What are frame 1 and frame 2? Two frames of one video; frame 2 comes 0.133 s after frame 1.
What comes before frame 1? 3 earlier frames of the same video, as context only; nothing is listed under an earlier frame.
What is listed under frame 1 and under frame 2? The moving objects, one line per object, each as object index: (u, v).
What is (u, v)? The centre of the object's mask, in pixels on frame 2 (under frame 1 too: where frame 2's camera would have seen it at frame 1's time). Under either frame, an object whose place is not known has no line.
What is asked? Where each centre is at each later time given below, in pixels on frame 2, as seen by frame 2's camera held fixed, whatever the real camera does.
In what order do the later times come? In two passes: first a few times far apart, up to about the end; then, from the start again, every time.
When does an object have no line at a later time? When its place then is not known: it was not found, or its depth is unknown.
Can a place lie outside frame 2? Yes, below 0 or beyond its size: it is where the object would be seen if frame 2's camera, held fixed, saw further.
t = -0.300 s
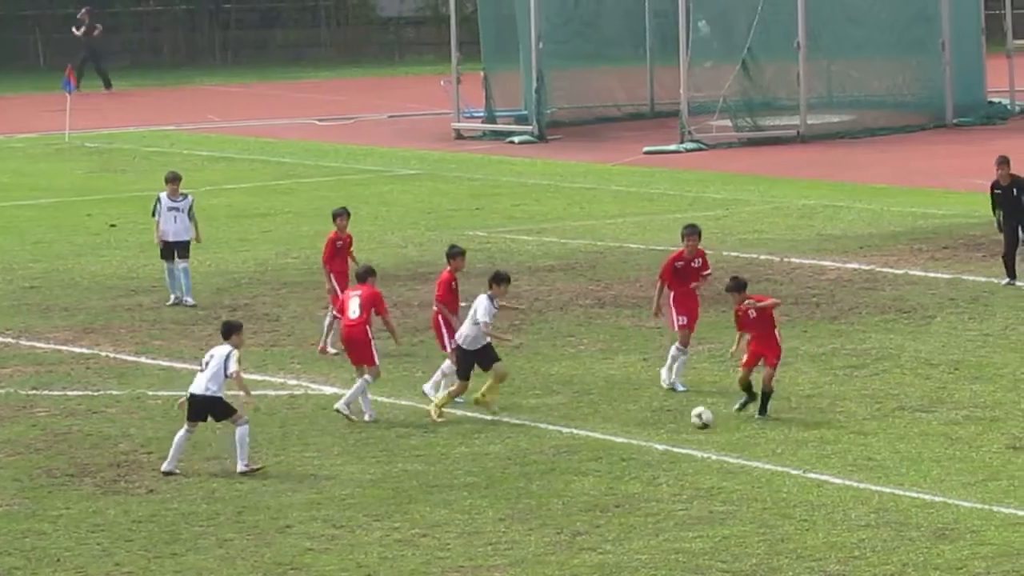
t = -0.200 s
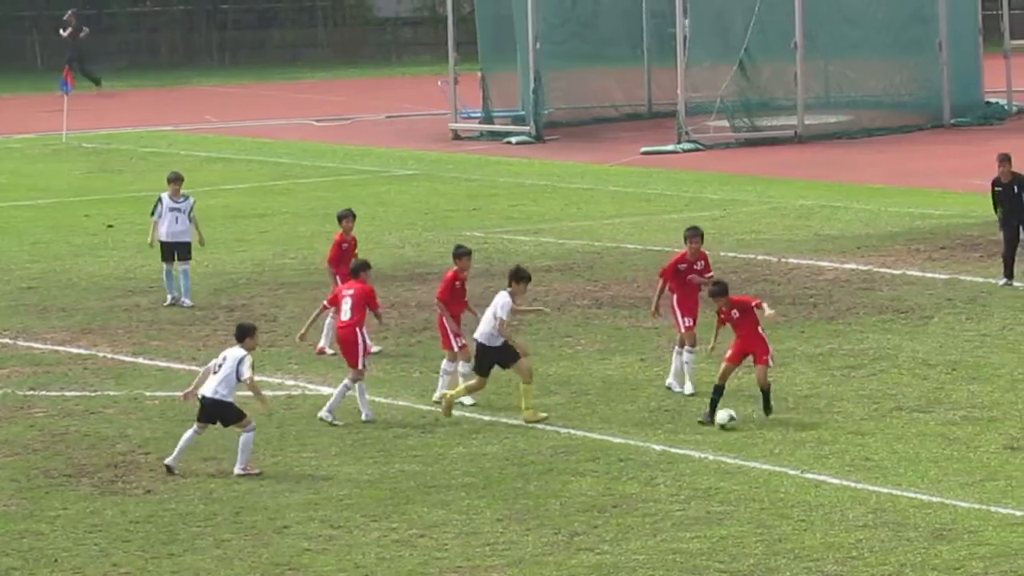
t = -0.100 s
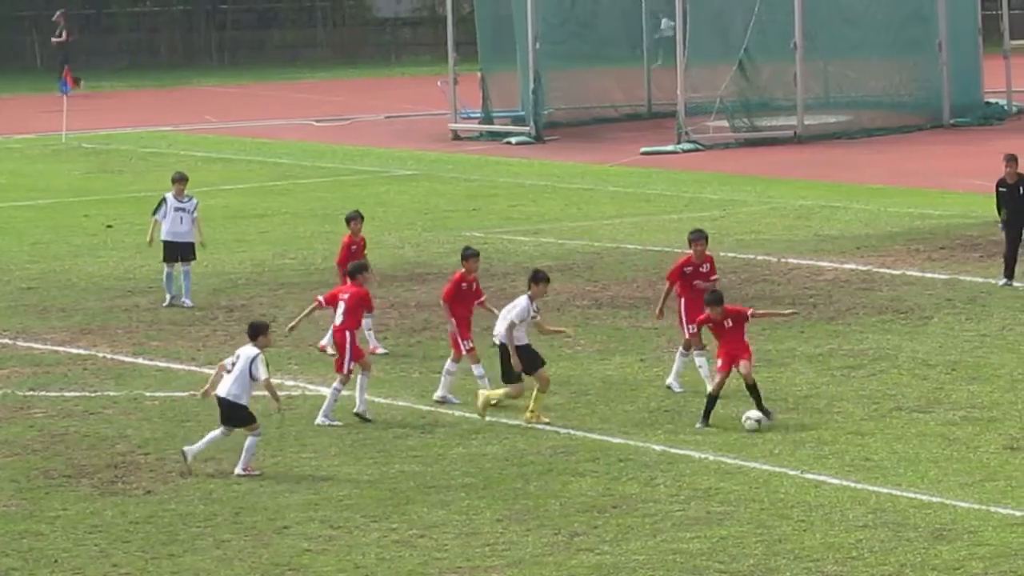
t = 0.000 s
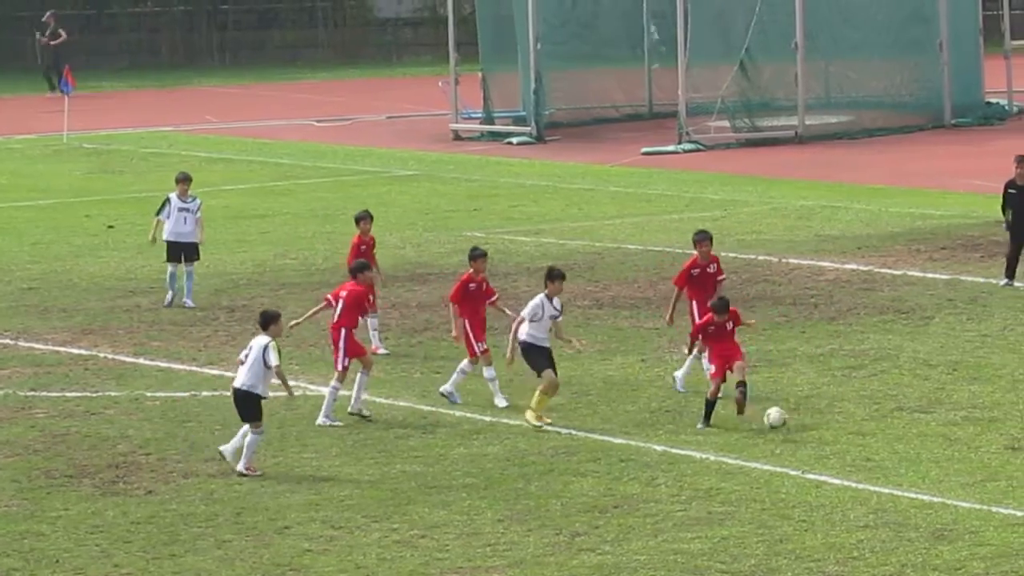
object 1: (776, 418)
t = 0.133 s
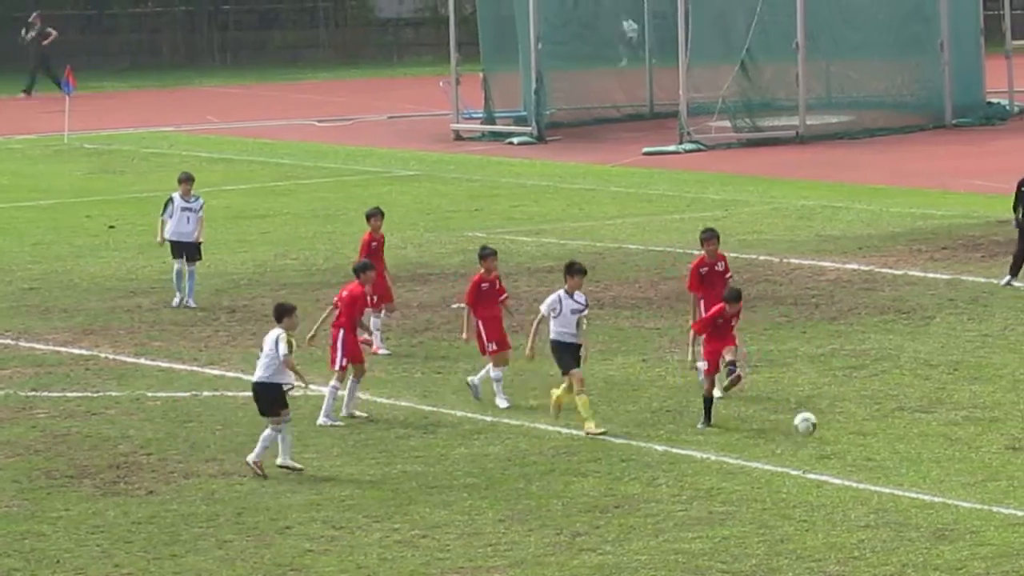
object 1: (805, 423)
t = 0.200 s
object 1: (820, 432)
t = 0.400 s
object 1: (874, 479)
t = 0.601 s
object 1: (930, 502)
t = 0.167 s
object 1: (812, 427)
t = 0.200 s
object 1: (820, 432)
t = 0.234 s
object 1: (829, 438)
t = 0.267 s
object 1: (838, 443)
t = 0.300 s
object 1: (847, 454)
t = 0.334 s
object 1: (856, 462)
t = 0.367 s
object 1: (866, 474)
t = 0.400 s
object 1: (874, 479)
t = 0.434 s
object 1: (883, 481)
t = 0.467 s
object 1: (892, 482)
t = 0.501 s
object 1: (902, 486)
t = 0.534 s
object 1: (910, 490)
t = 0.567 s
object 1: (921, 496)
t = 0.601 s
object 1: (930, 502)
